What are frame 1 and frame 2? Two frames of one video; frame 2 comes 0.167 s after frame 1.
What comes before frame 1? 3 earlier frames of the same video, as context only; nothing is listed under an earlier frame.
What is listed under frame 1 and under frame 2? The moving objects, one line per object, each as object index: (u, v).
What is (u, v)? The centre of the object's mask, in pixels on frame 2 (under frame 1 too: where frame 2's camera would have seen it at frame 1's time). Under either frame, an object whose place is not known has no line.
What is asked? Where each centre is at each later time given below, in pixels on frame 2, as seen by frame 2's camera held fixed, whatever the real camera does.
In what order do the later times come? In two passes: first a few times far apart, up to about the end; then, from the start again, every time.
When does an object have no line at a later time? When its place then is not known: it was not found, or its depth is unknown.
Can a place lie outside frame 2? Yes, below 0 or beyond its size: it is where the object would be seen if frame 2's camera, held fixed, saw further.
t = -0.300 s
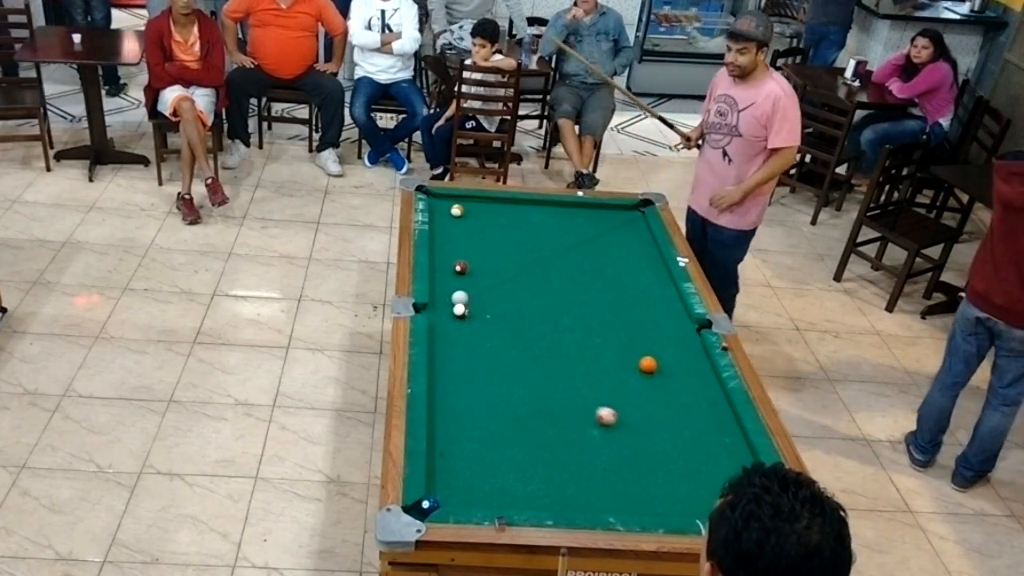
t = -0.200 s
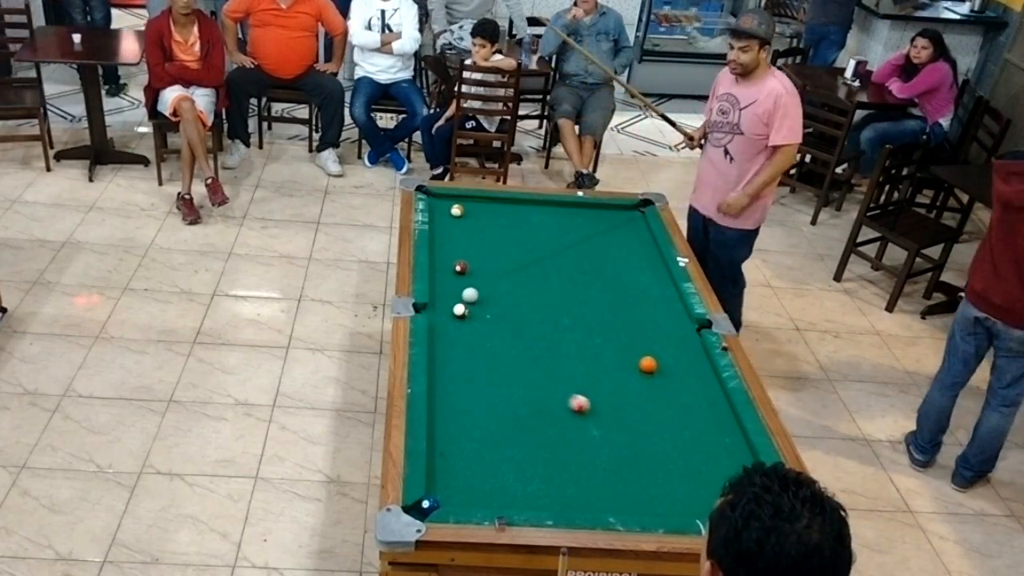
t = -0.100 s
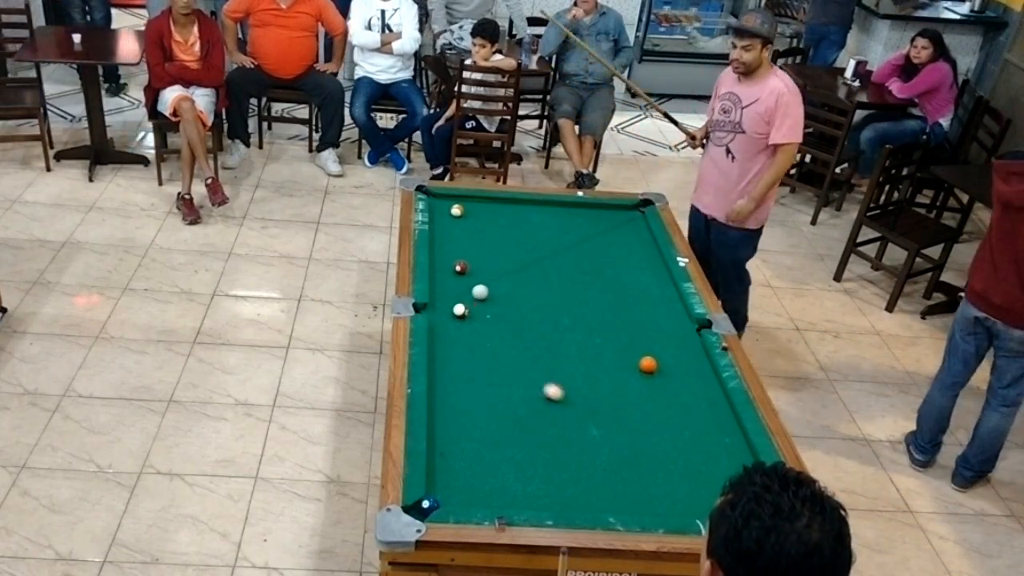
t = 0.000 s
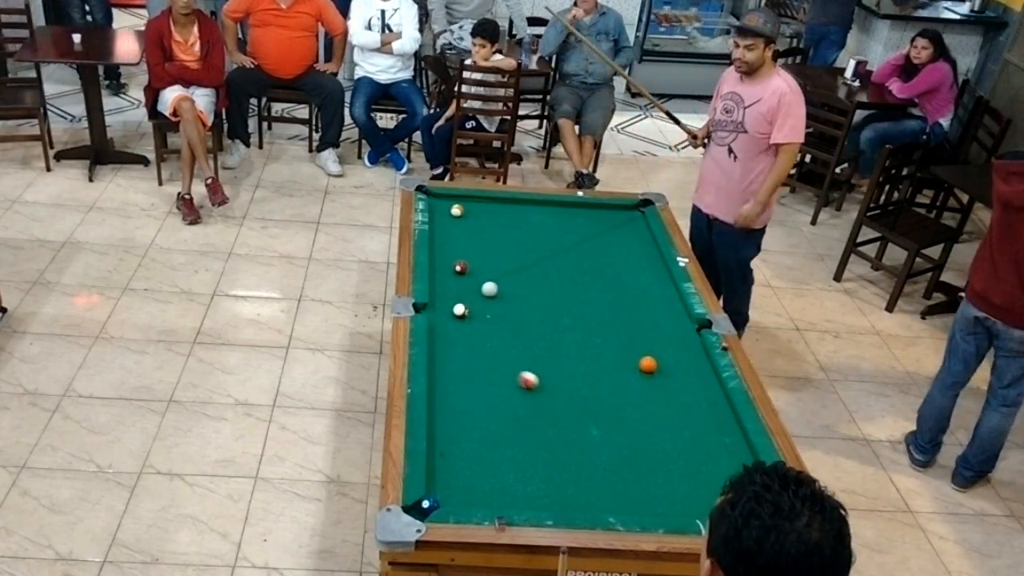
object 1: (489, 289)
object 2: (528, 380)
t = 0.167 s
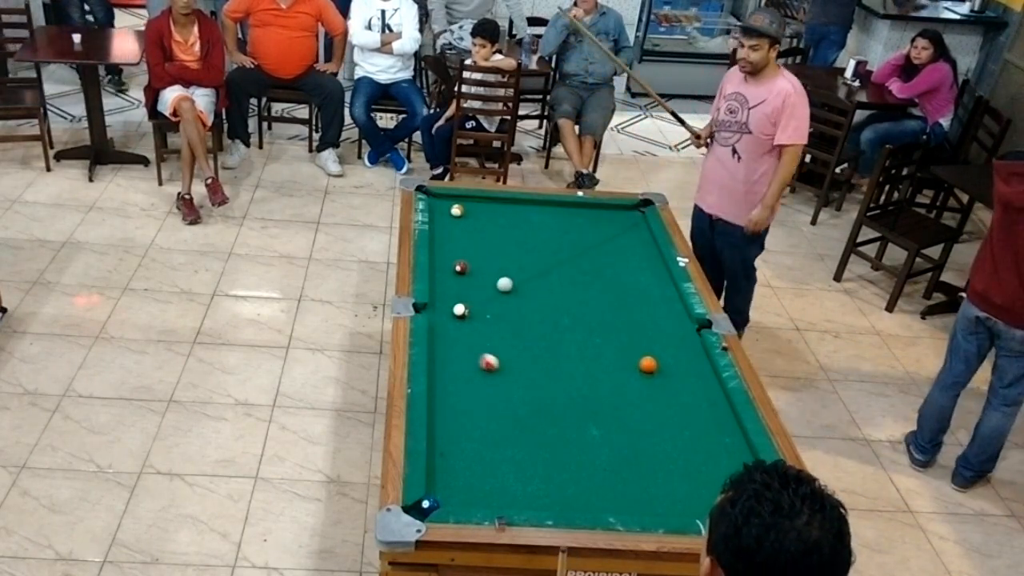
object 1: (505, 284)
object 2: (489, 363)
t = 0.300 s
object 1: (516, 281)
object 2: (458, 348)
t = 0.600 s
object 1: (540, 273)
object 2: (459, 331)
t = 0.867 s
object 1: (558, 268)
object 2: (493, 324)
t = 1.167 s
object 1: (577, 262)
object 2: (527, 316)
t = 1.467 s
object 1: (593, 257)
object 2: (558, 309)
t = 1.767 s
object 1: (608, 252)
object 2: (586, 302)
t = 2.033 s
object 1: (619, 249)
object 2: (608, 297)
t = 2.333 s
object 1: (630, 246)
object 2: (630, 292)
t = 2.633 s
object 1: (638, 244)
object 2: (650, 288)
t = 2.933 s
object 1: (645, 242)
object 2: (667, 284)
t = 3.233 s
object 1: (650, 240)
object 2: (660, 281)
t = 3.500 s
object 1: (648, 239)
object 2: (650, 279)
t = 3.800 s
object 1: (647, 239)
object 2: (641, 276)
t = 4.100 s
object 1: (647, 239)
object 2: (635, 274)
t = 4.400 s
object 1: (647, 239)
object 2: (631, 273)
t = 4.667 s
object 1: (647, 239)
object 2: (629, 272)
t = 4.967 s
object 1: (647, 239)
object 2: (629, 272)
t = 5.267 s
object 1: (647, 239)
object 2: (629, 272)
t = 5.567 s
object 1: (647, 239)
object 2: (629, 272)
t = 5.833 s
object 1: (647, 239)
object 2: (629, 272)
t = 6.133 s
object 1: (647, 239)
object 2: (629, 272)
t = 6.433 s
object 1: (647, 239)
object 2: (629, 272)
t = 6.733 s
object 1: (647, 239)
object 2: (629, 272)
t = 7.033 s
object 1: (647, 239)
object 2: (629, 272)
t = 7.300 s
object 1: (647, 239)
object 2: (629, 272)
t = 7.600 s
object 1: (647, 239)
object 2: (629, 272)
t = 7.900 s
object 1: (647, 239)
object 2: (629, 272)
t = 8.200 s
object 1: (647, 239)
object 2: (629, 272)
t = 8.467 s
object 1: (647, 239)
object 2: (629, 272)
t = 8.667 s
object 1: (647, 239)
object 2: (629, 272)
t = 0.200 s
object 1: (508, 283)
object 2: (481, 359)
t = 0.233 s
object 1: (510, 282)
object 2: (474, 355)
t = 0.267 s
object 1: (513, 281)
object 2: (466, 352)
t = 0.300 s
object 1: (516, 281)
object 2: (458, 348)
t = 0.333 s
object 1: (519, 280)
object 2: (451, 345)
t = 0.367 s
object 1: (521, 279)
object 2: (444, 342)
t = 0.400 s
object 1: (524, 278)
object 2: (437, 339)
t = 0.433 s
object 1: (527, 277)
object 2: (436, 337)
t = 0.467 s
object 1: (529, 276)
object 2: (440, 336)
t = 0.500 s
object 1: (532, 276)
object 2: (445, 335)
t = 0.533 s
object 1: (534, 275)
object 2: (450, 334)
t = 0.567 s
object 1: (537, 274)
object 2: (454, 333)
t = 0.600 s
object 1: (540, 273)
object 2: (459, 331)
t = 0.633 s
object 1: (542, 273)
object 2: (463, 330)
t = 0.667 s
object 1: (544, 272)
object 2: (468, 330)
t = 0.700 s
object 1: (547, 271)
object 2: (472, 329)
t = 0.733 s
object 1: (549, 270)
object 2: (476, 328)
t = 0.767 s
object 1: (551, 270)
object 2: (480, 327)
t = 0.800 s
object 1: (554, 269)
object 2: (484, 326)
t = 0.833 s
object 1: (556, 268)
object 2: (488, 325)
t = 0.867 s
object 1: (558, 268)
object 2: (493, 324)
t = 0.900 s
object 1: (560, 267)
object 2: (497, 323)
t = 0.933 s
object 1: (562, 266)
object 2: (501, 323)
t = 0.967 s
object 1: (565, 266)
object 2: (505, 321)
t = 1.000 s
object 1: (567, 265)
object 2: (509, 321)
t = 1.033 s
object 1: (569, 264)
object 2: (512, 320)
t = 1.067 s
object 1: (571, 264)
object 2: (517, 319)
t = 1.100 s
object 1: (573, 263)
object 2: (520, 318)
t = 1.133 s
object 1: (575, 263)
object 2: (524, 317)
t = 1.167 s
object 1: (577, 262)
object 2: (527, 316)
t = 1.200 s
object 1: (579, 261)
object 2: (531, 315)
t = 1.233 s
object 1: (581, 261)
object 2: (535, 314)
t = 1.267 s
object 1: (583, 260)
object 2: (538, 313)
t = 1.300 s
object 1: (585, 259)
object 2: (541, 313)
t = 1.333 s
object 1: (586, 259)
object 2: (545, 312)
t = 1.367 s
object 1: (588, 258)
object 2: (549, 311)
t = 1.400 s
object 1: (590, 258)
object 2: (552, 311)
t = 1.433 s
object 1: (592, 257)
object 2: (555, 309)
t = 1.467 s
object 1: (593, 257)
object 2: (558, 309)
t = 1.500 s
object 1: (595, 256)
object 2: (561, 308)
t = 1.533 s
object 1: (597, 256)
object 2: (565, 308)
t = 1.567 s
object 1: (598, 255)
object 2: (568, 307)
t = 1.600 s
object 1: (600, 255)
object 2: (571, 306)
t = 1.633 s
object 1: (602, 254)
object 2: (574, 305)
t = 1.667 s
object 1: (603, 254)
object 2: (577, 304)
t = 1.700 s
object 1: (605, 253)
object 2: (580, 304)
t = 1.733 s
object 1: (606, 253)
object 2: (583, 303)
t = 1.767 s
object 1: (608, 252)
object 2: (586, 302)
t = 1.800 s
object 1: (609, 252)
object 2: (589, 302)
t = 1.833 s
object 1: (611, 251)
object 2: (592, 301)
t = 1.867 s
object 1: (612, 251)
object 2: (594, 301)
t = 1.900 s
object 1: (614, 251)
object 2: (597, 300)
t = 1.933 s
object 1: (615, 250)
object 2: (601, 299)
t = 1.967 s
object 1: (616, 250)
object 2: (603, 298)
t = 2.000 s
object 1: (618, 250)
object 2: (606, 298)
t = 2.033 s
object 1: (619, 249)
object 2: (608, 297)
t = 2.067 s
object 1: (620, 249)
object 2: (611, 297)
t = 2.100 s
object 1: (622, 248)
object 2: (613, 296)
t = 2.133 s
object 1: (623, 248)
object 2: (616, 296)
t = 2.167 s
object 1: (624, 248)
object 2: (618, 295)
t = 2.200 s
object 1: (625, 247)
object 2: (621, 295)
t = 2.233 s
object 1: (627, 247)
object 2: (623, 294)
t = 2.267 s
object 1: (628, 247)
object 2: (625, 293)
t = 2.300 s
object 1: (629, 247)
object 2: (628, 293)
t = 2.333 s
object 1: (630, 246)
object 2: (630, 292)
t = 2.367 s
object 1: (631, 246)
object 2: (632, 291)
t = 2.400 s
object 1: (632, 246)
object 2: (635, 291)
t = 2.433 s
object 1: (633, 246)
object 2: (637, 291)
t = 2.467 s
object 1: (634, 245)
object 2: (639, 290)
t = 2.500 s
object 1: (635, 245)
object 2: (641, 290)
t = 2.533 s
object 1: (636, 245)
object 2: (643, 289)
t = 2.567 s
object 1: (637, 244)
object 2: (645, 289)
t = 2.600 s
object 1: (638, 244)
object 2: (647, 288)
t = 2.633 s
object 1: (638, 244)
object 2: (650, 288)
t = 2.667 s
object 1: (639, 244)
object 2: (652, 287)
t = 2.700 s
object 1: (640, 243)
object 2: (654, 287)
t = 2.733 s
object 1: (641, 243)
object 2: (656, 286)
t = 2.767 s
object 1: (642, 243)
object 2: (658, 286)
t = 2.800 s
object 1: (642, 243)
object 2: (660, 286)
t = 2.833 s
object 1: (643, 242)
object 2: (661, 285)
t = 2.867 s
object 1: (644, 242)
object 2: (663, 285)
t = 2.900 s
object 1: (644, 242)
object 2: (665, 285)
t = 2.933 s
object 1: (645, 242)
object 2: (667, 284)
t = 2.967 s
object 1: (646, 241)
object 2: (669, 283)
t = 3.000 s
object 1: (646, 241)
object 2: (670, 283)
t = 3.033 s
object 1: (647, 241)
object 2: (668, 282)
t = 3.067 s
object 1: (648, 241)
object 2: (666, 282)
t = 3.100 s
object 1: (648, 241)
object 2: (665, 282)
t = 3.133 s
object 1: (649, 240)
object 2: (663, 282)
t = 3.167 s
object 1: (649, 240)
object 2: (662, 282)
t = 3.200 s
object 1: (650, 240)
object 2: (661, 281)
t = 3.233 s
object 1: (650, 240)
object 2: (660, 281)
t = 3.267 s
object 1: (650, 240)
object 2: (658, 281)
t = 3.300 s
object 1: (650, 240)
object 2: (657, 280)
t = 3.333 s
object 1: (649, 240)
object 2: (656, 280)
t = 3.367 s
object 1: (649, 240)
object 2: (655, 280)
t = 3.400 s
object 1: (649, 240)
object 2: (654, 279)
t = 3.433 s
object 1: (648, 240)
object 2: (652, 279)
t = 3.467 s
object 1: (648, 239)
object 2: (651, 279)
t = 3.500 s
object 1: (648, 239)
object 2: (650, 279)
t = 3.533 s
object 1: (648, 239)
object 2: (649, 278)
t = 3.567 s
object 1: (648, 239)
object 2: (648, 278)
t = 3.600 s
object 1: (648, 239)
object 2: (647, 278)
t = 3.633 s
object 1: (648, 239)
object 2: (646, 277)
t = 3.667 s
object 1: (647, 239)
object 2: (645, 277)
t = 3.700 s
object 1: (647, 239)
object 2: (644, 277)
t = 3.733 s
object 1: (647, 239)
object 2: (643, 277)
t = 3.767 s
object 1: (647, 239)
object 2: (642, 277)
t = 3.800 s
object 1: (647, 239)
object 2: (641, 276)
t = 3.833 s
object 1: (647, 239)
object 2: (641, 276)
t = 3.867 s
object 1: (647, 239)
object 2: (640, 276)
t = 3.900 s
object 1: (647, 239)
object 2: (639, 276)
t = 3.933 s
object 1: (647, 239)
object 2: (638, 275)
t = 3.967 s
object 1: (647, 239)
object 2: (638, 275)
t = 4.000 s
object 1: (647, 239)
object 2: (637, 275)
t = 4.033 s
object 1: (647, 239)
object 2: (636, 275)
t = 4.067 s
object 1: (647, 239)
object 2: (636, 275)
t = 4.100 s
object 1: (647, 239)
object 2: (635, 274)
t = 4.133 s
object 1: (647, 239)
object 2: (635, 274)
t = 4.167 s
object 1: (647, 239)
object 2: (634, 274)
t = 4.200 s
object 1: (647, 239)
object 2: (633, 274)
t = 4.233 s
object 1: (647, 239)
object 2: (633, 274)
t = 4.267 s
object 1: (647, 239)
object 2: (633, 274)
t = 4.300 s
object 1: (647, 239)
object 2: (632, 274)
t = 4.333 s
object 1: (647, 239)
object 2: (632, 274)
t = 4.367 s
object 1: (647, 239)
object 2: (632, 273)
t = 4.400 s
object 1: (647, 239)
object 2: (631, 273)
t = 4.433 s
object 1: (647, 239)
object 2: (631, 273)
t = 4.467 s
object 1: (647, 239)
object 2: (631, 273)
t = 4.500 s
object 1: (647, 239)
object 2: (631, 273)
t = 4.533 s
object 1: (647, 239)
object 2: (630, 273)
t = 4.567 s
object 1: (647, 239)
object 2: (630, 273)
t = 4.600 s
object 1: (647, 239)
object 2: (630, 273)
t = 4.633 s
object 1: (647, 239)
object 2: (629, 272)
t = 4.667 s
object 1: (647, 239)
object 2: (629, 272)
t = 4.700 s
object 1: (647, 239)
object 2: (629, 272)
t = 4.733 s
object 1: (647, 239)
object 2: (629, 272)
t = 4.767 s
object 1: (647, 239)
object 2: (629, 272)
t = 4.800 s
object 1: (647, 239)
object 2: (629, 272)
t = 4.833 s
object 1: (647, 239)
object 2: (629, 272)
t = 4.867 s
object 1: (647, 239)
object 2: (629, 272)
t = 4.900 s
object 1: (647, 239)
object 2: (629, 272)
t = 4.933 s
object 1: (647, 239)
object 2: (629, 272)
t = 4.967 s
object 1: (647, 239)
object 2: (629, 272)
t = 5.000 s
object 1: (647, 239)
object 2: (629, 272)
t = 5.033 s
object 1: (647, 239)
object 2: (629, 272)
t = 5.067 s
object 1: (647, 239)
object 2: (629, 272)
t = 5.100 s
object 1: (647, 239)
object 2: (629, 272)
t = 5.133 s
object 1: (647, 239)
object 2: (629, 272)
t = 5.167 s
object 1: (647, 239)
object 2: (629, 272)
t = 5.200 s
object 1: (647, 239)
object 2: (629, 272)
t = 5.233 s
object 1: (647, 239)
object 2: (629, 272)
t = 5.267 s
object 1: (647, 239)
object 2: (629, 272)
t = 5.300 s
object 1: (647, 239)
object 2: (629, 272)
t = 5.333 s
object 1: (647, 239)
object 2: (629, 272)
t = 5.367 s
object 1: (647, 239)
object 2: (629, 272)
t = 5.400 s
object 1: (647, 239)
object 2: (629, 272)
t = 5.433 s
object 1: (647, 239)
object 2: (629, 272)
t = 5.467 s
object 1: (647, 239)
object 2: (629, 272)
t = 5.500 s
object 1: (647, 239)
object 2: (629, 272)
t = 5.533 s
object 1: (647, 239)
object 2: (629, 272)
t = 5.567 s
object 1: (647, 239)
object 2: (629, 272)
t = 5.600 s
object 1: (647, 239)
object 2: (629, 272)
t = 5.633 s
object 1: (647, 239)
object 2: (629, 272)
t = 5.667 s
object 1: (647, 239)
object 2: (629, 272)
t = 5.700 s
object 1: (647, 239)
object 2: (629, 272)
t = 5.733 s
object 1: (647, 239)
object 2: (629, 272)
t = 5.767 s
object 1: (647, 239)
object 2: (629, 272)
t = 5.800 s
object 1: (647, 239)
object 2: (629, 272)
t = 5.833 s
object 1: (647, 239)
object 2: (629, 272)
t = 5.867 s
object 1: (647, 239)
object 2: (629, 272)
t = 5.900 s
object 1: (647, 239)
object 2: (629, 272)
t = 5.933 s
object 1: (647, 239)
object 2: (629, 272)
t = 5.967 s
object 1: (647, 239)
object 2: (629, 272)
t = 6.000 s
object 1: (647, 239)
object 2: (629, 272)
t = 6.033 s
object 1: (647, 239)
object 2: (629, 272)
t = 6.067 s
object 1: (647, 239)
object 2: (629, 272)
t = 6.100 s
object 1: (647, 239)
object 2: (629, 272)
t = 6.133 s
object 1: (647, 239)
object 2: (629, 272)
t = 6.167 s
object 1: (647, 239)
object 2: (629, 272)
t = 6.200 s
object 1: (647, 239)
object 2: (629, 272)
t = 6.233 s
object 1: (647, 239)
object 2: (629, 272)
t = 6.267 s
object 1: (647, 239)
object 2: (629, 272)
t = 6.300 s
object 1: (647, 239)
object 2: (629, 272)
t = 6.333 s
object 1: (647, 239)
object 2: (629, 272)
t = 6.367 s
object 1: (647, 239)
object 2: (629, 272)
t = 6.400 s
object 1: (647, 239)
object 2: (629, 272)
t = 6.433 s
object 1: (647, 239)
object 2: (629, 272)
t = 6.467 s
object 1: (647, 239)
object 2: (629, 272)
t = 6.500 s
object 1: (647, 239)
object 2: (629, 272)
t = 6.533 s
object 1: (647, 239)
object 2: (629, 272)
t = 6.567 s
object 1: (647, 239)
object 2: (629, 272)
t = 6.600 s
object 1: (647, 239)
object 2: (629, 272)
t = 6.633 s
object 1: (647, 239)
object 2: (629, 272)
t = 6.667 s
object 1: (647, 239)
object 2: (629, 272)
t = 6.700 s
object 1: (647, 239)
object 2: (629, 272)
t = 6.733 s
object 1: (647, 239)
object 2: (629, 272)
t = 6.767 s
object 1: (647, 239)
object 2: (629, 272)
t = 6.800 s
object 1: (647, 239)
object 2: (629, 272)
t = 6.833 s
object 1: (647, 239)
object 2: (629, 272)
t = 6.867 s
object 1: (647, 239)
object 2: (629, 272)
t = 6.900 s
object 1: (647, 239)
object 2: (629, 272)
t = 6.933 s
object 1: (647, 239)
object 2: (629, 272)
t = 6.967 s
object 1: (647, 239)
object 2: (629, 272)
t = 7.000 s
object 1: (647, 239)
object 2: (629, 272)
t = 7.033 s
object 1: (647, 239)
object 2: (629, 272)
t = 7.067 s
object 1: (647, 239)
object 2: (629, 272)
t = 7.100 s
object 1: (647, 239)
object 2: (629, 272)
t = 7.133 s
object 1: (647, 239)
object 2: (629, 272)
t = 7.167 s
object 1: (647, 239)
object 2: (629, 272)
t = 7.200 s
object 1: (647, 239)
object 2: (629, 272)
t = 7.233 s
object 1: (647, 239)
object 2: (629, 272)
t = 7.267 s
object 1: (647, 239)
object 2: (629, 272)
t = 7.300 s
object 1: (647, 239)
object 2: (629, 272)
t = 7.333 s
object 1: (647, 239)
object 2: (629, 272)
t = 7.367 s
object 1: (647, 239)
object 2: (629, 272)
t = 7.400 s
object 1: (647, 239)
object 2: (629, 272)
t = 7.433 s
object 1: (647, 239)
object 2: (629, 272)
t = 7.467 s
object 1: (647, 239)
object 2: (629, 272)
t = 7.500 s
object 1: (647, 239)
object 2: (629, 272)
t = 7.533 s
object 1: (647, 239)
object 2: (629, 272)
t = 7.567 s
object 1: (647, 239)
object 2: (629, 272)
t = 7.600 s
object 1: (647, 239)
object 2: (629, 272)
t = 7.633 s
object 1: (647, 239)
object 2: (629, 272)
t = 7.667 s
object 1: (647, 239)
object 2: (629, 272)
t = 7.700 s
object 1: (647, 239)
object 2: (629, 272)
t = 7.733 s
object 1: (647, 239)
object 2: (629, 272)
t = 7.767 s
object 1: (647, 239)
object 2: (629, 272)
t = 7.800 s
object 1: (647, 239)
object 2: (629, 273)
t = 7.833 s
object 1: (647, 239)
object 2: (629, 272)
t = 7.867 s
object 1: (647, 239)
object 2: (629, 273)
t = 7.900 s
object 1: (647, 239)
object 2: (629, 272)
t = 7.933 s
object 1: (647, 239)
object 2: (629, 272)
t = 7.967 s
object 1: (647, 239)
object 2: (629, 272)
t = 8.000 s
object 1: (647, 239)
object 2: (629, 272)
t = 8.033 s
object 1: (647, 239)
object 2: (629, 272)
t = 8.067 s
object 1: (647, 239)
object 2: (629, 272)
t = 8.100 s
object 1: (647, 239)
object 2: (629, 272)
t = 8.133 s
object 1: (647, 239)
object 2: (629, 272)
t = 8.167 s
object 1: (647, 239)
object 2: (629, 272)
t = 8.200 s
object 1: (647, 239)
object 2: (629, 272)
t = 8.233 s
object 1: (647, 239)
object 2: (629, 273)
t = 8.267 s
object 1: (647, 239)
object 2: (629, 272)
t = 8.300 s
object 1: (647, 239)
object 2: (629, 272)
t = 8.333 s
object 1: (647, 239)
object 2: (629, 272)
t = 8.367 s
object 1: (647, 239)
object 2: (629, 272)
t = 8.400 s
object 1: (647, 239)
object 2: (629, 272)
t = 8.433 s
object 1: (647, 239)
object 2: (629, 273)
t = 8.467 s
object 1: (647, 239)
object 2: (629, 272)
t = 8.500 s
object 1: (647, 239)
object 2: (629, 272)
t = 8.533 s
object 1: (647, 239)
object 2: (629, 273)
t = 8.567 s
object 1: (647, 239)
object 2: (629, 272)
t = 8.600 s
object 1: (647, 239)
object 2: (629, 272)
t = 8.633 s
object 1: (647, 239)
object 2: (629, 272)
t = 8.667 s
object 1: (647, 239)
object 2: (629, 272)
